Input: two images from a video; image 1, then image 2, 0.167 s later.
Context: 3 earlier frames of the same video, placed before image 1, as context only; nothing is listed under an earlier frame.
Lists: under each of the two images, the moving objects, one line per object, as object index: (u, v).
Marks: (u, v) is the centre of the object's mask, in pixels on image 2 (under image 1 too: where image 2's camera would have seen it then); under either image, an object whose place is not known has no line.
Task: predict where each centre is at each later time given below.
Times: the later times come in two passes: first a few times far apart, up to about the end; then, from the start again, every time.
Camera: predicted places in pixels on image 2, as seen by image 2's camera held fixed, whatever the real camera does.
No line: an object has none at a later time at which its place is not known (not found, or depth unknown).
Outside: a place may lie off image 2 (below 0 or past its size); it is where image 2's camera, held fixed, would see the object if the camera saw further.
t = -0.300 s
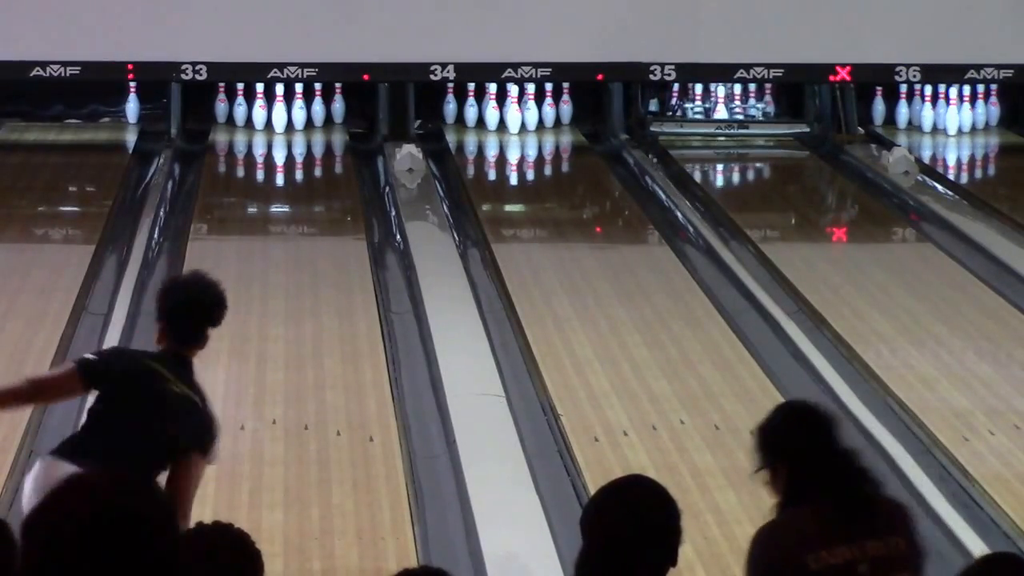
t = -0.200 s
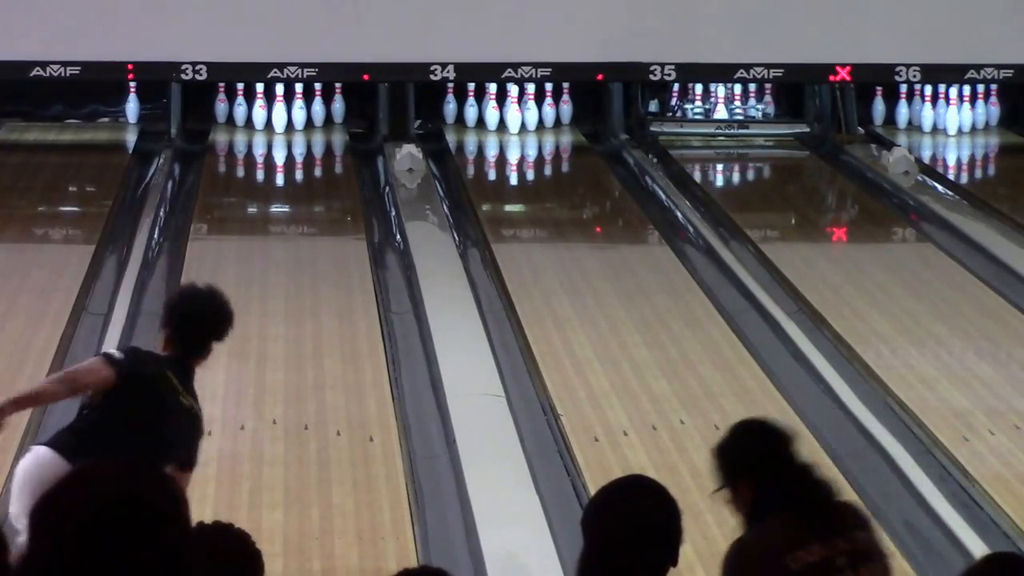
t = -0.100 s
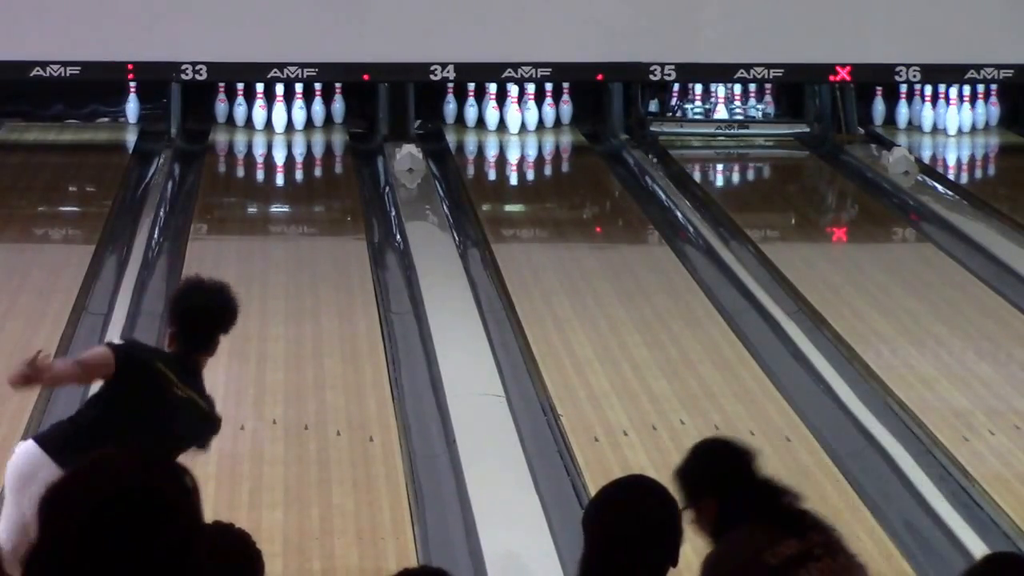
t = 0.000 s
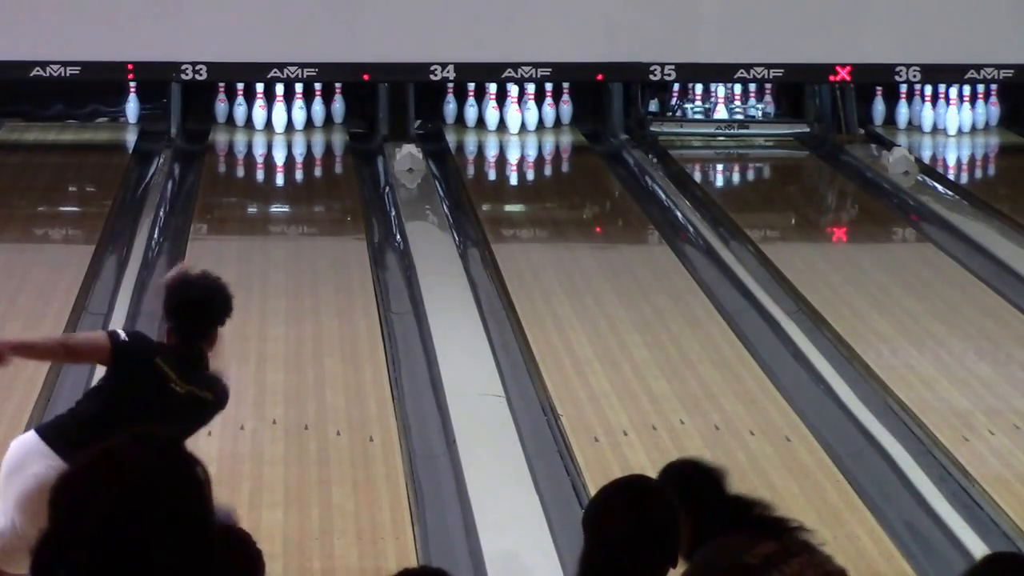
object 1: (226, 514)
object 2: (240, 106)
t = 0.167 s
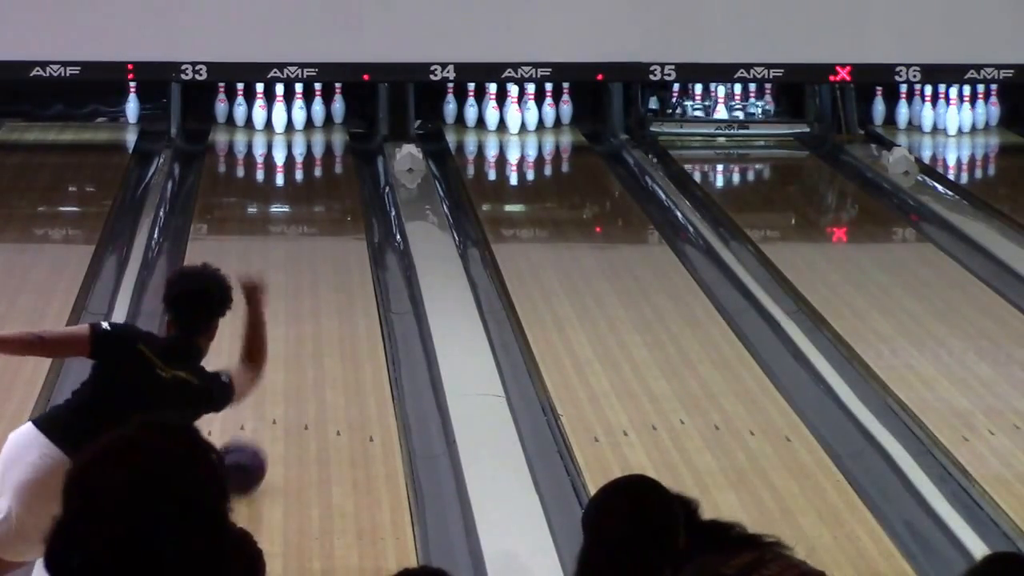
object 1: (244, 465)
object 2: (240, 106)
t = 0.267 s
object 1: (261, 439)
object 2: (240, 106)
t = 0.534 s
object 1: (285, 361)
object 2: (240, 106)
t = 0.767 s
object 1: (306, 308)
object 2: (240, 106)
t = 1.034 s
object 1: (322, 258)
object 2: (240, 106)
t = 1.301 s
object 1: (332, 218)
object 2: (240, 106)
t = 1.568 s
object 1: (337, 184)
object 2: (240, 106)
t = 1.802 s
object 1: (333, 159)
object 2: (240, 106)
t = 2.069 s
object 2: (240, 106)
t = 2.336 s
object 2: (240, 106)
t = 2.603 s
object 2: (229, 107)
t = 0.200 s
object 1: (246, 455)
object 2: (240, 106)
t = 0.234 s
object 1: (251, 446)
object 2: (240, 106)
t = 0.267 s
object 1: (261, 439)
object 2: (240, 106)
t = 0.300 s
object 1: (262, 421)
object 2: (240, 106)
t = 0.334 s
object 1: (263, 412)
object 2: (240, 106)
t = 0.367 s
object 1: (267, 402)
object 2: (240, 106)
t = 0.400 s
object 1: (271, 393)
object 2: (240, 106)
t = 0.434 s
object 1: (275, 384)
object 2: (240, 106)
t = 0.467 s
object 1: (279, 376)
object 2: (240, 106)
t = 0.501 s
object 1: (282, 368)
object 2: (240, 106)
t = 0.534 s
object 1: (285, 361)
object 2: (240, 106)
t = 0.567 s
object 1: (289, 352)
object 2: (240, 106)
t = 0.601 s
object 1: (292, 345)
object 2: (240, 106)
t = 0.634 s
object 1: (295, 337)
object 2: (240, 106)
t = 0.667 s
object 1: (298, 329)
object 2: (240, 106)
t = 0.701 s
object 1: (301, 322)
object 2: (240, 106)
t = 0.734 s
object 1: (303, 315)
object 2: (240, 106)
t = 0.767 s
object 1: (306, 308)
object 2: (240, 106)
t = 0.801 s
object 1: (308, 301)
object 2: (240, 106)
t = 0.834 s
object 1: (311, 294)
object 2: (240, 106)
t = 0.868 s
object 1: (313, 288)
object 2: (240, 106)
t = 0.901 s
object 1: (315, 282)
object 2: (240, 106)
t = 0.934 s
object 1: (317, 276)
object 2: (240, 106)
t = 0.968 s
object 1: (319, 270)
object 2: (240, 106)
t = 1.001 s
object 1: (321, 263)
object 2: (240, 106)
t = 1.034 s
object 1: (322, 258)
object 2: (240, 106)
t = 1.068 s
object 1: (324, 253)
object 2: (240, 106)
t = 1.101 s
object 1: (326, 247)
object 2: (240, 106)
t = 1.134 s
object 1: (327, 241)
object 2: (240, 106)
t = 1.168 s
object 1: (328, 236)
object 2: (240, 106)
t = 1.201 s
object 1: (329, 231)
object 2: (240, 106)
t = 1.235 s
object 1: (330, 227)
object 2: (240, 106)
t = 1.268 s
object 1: (331, 222)
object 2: (240, 106)
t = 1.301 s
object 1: (332, 218)
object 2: (240, 106)
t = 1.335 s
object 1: (333, 212)
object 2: (240, 106)
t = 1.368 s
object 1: (334, 208)
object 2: (240, 106)
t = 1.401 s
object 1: (334, 205)
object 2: (240, 106)
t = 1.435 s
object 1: (335, 200)
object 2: (240, 106)
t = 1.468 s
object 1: (336, 196)
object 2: (240, 106)
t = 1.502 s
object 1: (336, 192)
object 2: (240, 106)
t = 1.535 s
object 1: (337, 188)
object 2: (240, 106)
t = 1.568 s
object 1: (337, 184)
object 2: (240, 106)
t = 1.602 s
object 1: (336, 180)
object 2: (240, 106)
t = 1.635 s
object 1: (336, 176)
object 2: (240, 106)
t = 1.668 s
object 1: (336, 173)
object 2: (240, 106)
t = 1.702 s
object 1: (335, 170)
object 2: (240, 106)
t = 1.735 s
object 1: (335, 167)
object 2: (240, 106)
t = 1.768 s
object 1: (334, 163)
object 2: (240, 106)
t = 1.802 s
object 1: (333, 159)
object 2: (240, 106)
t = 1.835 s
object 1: (332, 157)
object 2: (240, 106)
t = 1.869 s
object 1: (330, 153)
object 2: (240, 106)
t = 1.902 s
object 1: (329, 149)
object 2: (240, 106)
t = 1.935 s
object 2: (240, 106)
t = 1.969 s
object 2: (240, 106)
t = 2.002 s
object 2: (240, 107)
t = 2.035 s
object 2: (240, 106)
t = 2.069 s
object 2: (240, 106)
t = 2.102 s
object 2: (240, 106)
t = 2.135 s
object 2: (240, 106)
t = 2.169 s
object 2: (240, 107)
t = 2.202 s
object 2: (240, 106)
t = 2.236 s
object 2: (240, 106)
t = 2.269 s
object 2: (240, 106)
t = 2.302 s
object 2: (240, 106)
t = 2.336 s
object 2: (240, 106)
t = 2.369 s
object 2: (240, 106)
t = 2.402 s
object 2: (239, 107)
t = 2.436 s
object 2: (237, 107)
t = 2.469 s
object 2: (235, 107)
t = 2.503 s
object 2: (234, 107)
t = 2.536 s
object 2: (232, 107)
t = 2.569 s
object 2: (230, 106)
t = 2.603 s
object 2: (229, 107)
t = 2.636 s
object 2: (227, 107)
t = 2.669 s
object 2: (226, 107)
